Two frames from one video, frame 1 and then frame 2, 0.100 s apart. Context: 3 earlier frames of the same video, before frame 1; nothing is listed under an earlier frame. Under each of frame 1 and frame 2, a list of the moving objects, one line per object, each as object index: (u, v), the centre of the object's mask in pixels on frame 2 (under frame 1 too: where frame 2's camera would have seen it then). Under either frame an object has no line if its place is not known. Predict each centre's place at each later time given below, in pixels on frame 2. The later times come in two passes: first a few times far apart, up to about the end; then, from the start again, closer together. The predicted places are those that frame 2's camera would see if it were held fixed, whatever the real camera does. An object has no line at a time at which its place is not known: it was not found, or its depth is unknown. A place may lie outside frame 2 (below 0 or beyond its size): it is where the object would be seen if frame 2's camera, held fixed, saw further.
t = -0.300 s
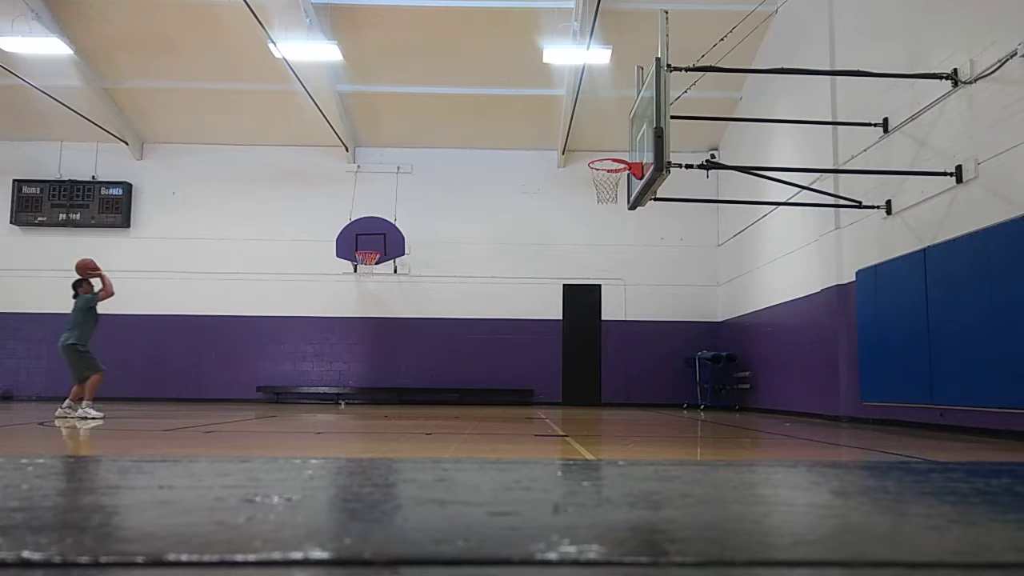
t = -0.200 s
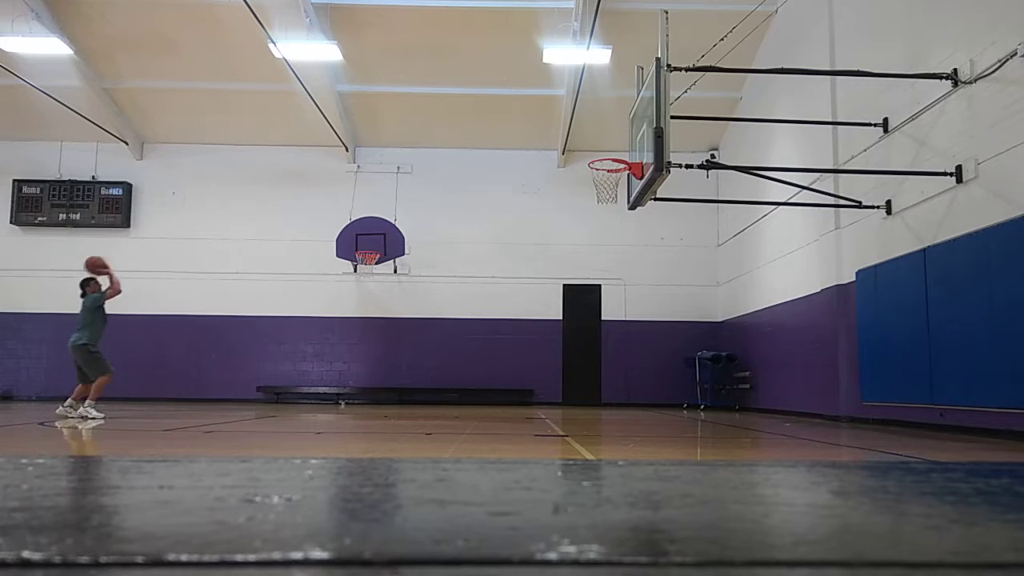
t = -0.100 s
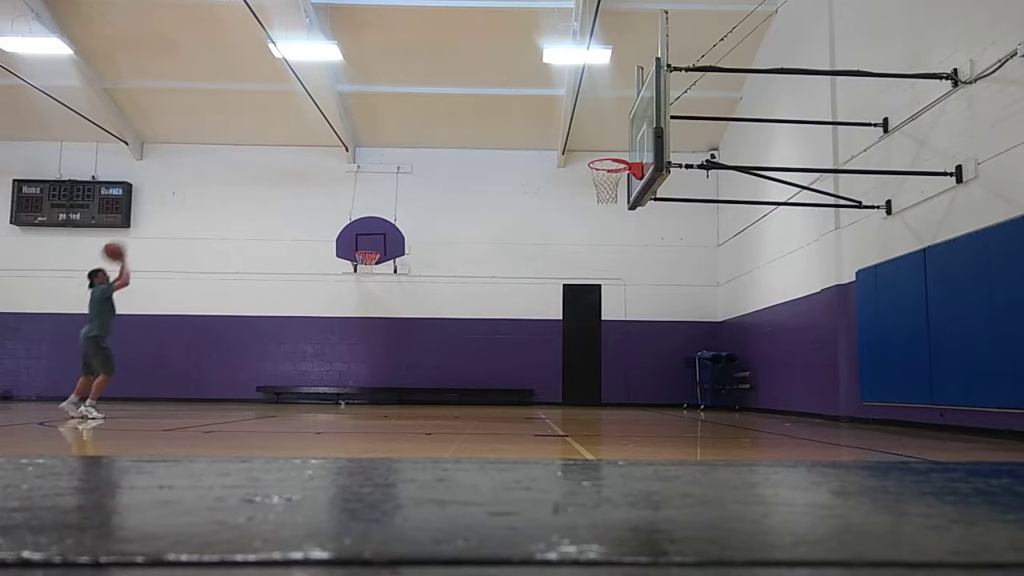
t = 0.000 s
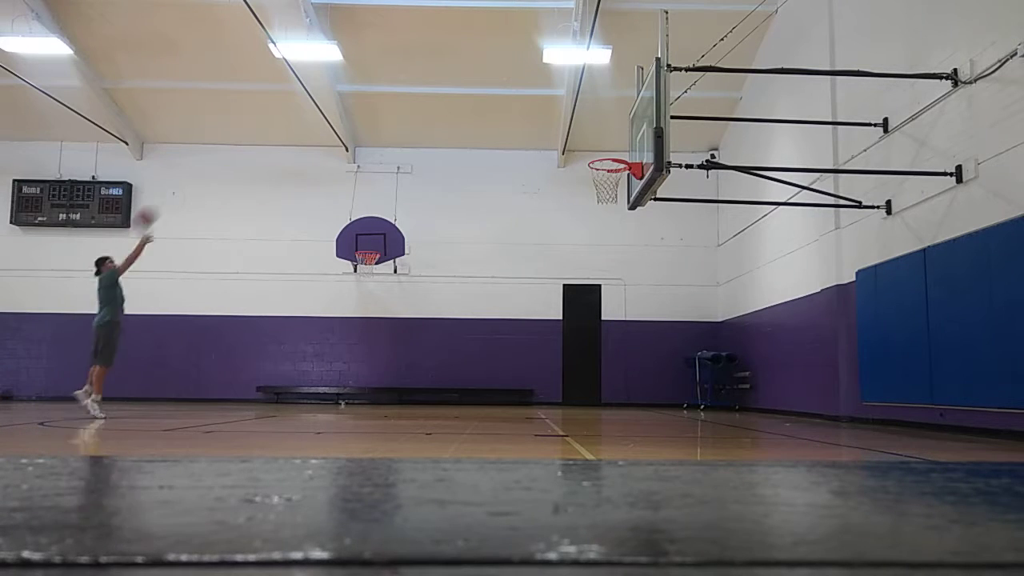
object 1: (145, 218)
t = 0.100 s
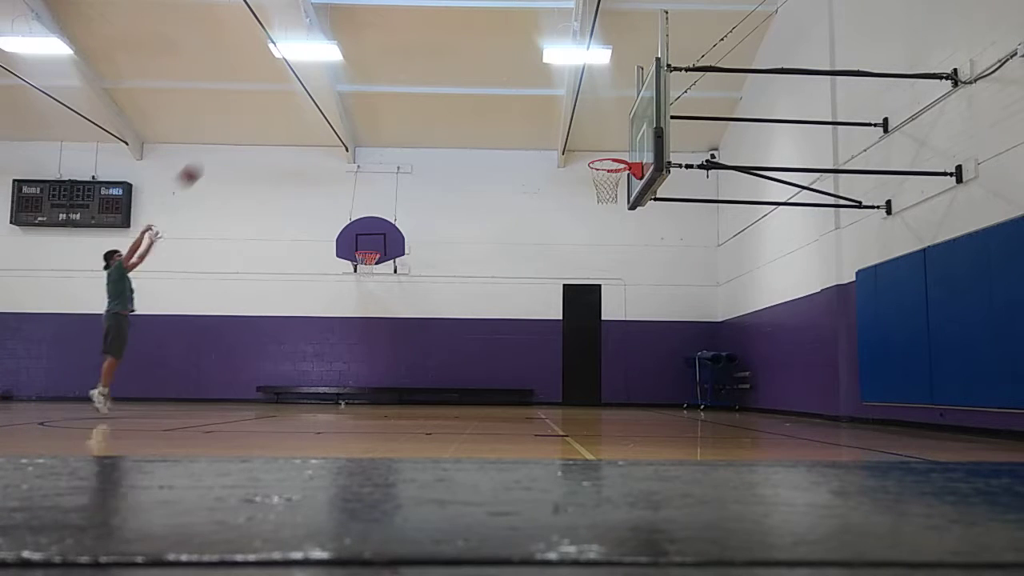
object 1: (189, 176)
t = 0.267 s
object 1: (260, 121)
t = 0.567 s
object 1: (386, 75)
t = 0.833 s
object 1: (495, 92)
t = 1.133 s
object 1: (620, 178)
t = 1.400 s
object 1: (608, 212)
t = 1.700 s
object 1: (578, 310)
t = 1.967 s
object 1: (553, 383)
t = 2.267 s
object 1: (530, 286)
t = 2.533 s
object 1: (509, 261)
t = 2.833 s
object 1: (483, 303)
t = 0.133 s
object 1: (203, 163)
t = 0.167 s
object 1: (217, 152)
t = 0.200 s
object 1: (232, 140)
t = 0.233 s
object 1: (247, 130)
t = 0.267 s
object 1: (260, 121)
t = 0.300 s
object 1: (274, 113)
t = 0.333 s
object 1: (288, 105)
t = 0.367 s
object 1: (301, 99)
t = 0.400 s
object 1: (318, 92)
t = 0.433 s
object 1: (332, 87)
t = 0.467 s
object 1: (346, 83)
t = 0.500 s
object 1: (358, 80)
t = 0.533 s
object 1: (372, 77)
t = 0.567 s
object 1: (386, 75)
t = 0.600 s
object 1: (400, 75)
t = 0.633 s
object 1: (413, 75)
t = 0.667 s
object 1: (427, 75)
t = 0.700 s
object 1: (440, 76)
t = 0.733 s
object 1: (454, 79)
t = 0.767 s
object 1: (468, 82)
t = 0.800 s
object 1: (481, 87)
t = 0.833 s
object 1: (495, 92)
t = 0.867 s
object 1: (509, 99)
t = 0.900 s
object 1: (523, 105)
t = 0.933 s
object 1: (537, 113)
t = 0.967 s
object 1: (550, 121)
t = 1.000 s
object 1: (565, 131)
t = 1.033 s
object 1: (579, 142)
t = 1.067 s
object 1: (592, 151)
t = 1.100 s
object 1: (604, 164)
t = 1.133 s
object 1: (620, 178)
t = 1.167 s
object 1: (628, 182)
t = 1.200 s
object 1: (628, 185)
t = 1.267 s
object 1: (621, 191)
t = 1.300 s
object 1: (618, 195)
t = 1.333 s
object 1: (615, 200)
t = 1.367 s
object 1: (611, 205)
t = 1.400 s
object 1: (608, 212)
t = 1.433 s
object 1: (605, 219)
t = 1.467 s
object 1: (601, 227)
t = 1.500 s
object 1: (598, 237)
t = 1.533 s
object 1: (594, 247)
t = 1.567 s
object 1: (591, 258)
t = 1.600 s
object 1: (588, 269)
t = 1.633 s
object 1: (585, 283)
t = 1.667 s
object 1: (580, 296)
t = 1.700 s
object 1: (578, 310)
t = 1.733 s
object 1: (574, 325)
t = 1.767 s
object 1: (571, 343)
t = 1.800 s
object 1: (567, 361)
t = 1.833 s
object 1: (565, 380)
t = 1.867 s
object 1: (562, 397)
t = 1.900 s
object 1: (559, 413)
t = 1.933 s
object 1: (555, 398)
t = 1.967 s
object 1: (553, 383)
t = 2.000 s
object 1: (549, 369)
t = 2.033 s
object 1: (548, 355)
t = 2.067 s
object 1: (545, 341)
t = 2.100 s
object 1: (541, 330)
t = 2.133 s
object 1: (540, 320)
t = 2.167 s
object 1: (537, 309)
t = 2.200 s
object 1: (535, 301)
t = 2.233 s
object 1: (532, 293)
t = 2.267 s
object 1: (530, 286)
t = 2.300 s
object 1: (527, 280)
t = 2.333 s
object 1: (524, 274)
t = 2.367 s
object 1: (522, 270)
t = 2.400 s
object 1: (519, 266)
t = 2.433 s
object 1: (516, 264)
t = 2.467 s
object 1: (514, 262)
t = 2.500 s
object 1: (511, 261)
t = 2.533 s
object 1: (509, 261)
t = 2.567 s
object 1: (506, 262)
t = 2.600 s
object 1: (503, 264)
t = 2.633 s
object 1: (501, 267)
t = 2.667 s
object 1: (498, 270)
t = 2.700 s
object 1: (495, 275)
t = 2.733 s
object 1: (492, 281)
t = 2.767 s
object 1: (489, 287)
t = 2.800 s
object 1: (486, 294)
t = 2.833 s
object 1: (483, 303)
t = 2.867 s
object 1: (481, 311)
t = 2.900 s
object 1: (477, 323)
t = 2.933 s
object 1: (475, 332)
